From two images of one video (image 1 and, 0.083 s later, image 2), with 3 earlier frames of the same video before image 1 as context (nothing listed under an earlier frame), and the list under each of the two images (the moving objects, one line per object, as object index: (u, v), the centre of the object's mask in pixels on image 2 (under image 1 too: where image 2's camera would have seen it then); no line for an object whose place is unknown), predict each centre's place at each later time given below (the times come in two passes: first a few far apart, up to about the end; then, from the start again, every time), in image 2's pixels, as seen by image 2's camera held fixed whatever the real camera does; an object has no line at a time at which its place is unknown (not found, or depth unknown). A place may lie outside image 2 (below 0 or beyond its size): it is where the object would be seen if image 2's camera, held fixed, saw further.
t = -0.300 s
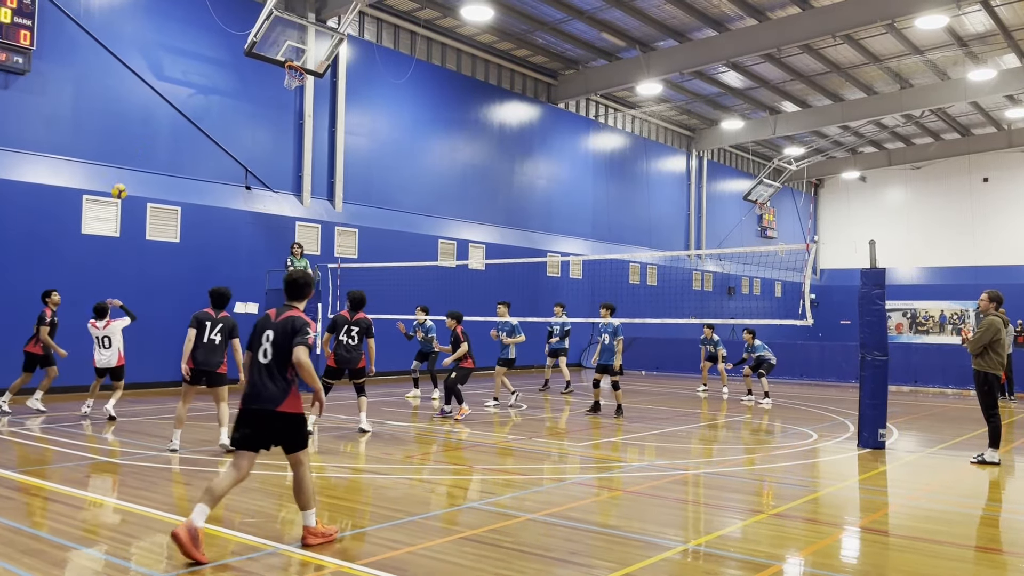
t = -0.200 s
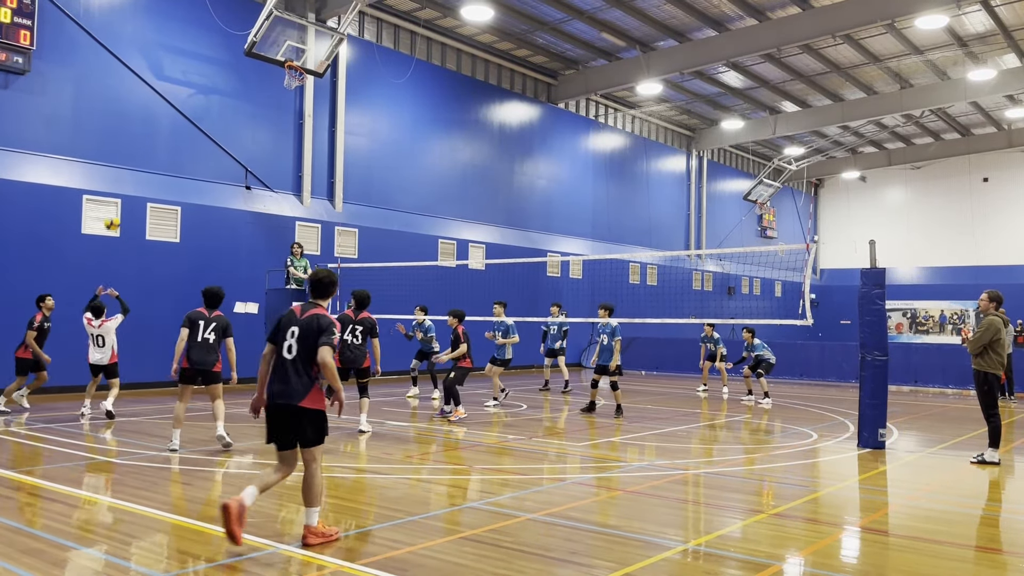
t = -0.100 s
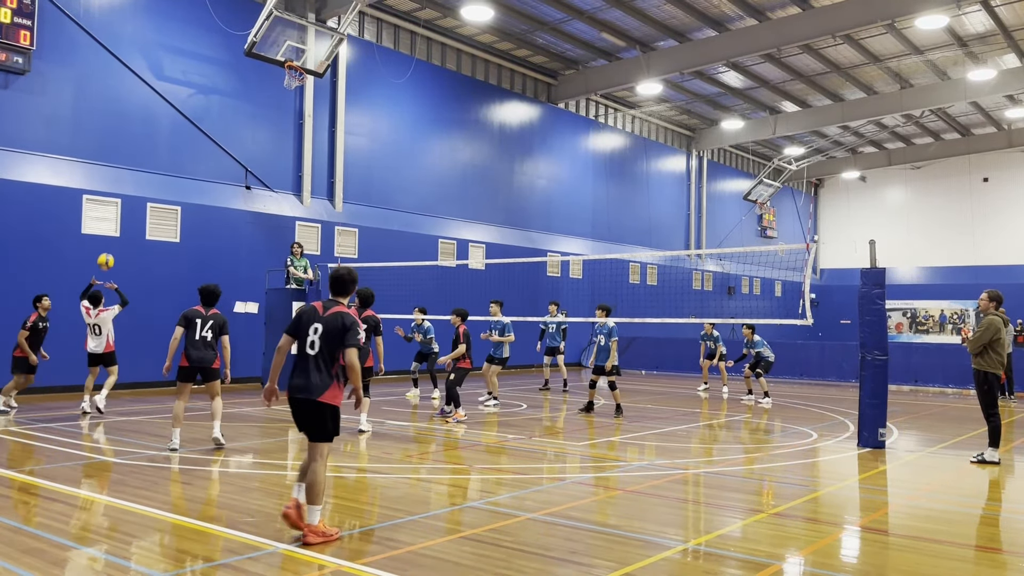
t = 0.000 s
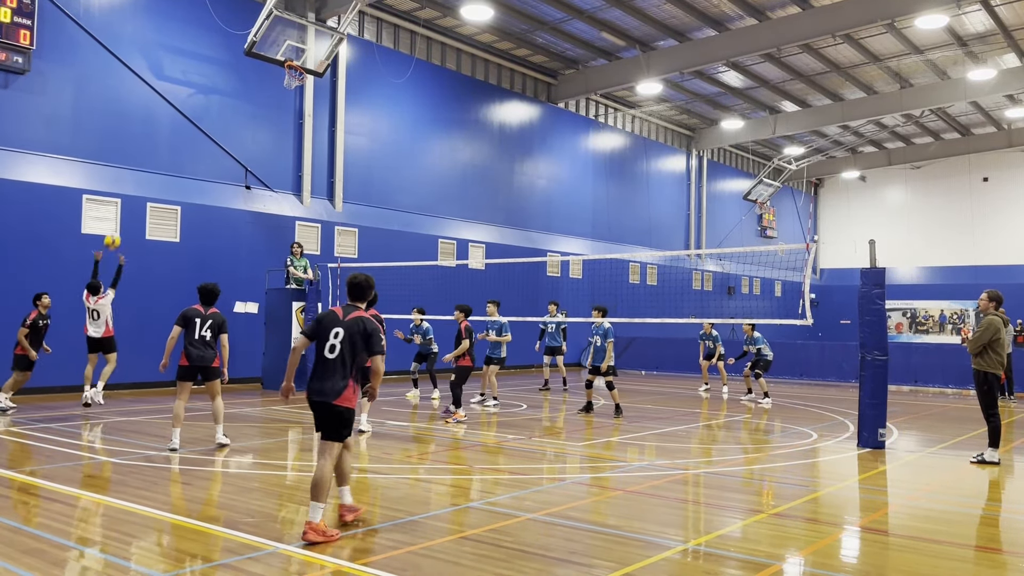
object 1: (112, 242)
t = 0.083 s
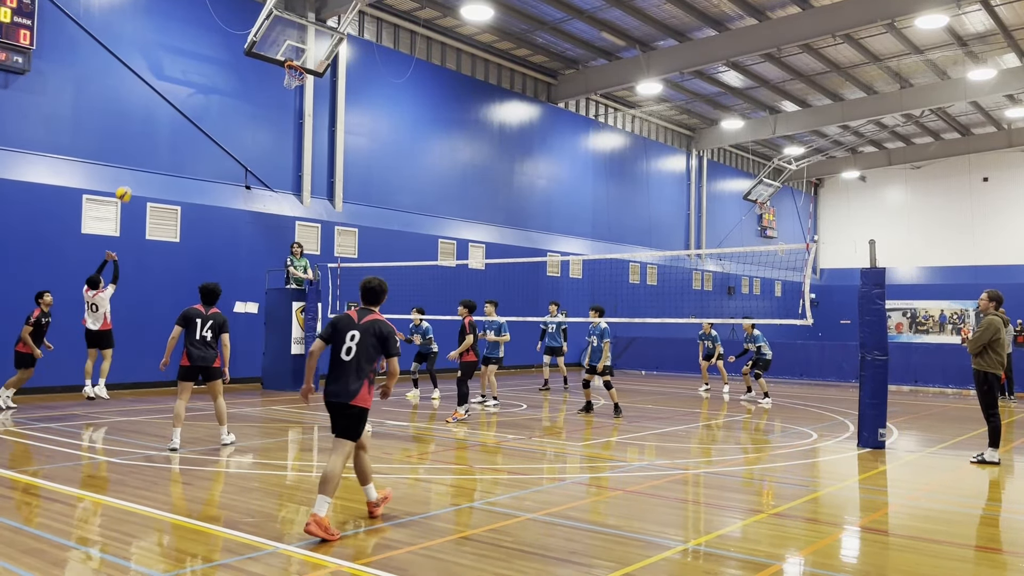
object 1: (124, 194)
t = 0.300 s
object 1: (149, 101)
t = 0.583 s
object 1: (175, 35)
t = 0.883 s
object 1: (198, 24)
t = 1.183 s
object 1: (217, 67)
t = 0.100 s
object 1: (125, 185)
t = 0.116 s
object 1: (128, 177)
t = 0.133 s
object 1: (130, 168)
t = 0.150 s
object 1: (132, 161)
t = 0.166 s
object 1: (134, 153)
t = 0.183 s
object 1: (136, 146)
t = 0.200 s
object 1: (138, 138)
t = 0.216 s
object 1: (140, 131)
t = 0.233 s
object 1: (142, 125)
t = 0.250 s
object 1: (144, 119)
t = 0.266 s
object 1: (145, 112)
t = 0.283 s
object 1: (147, 107)
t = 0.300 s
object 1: (149, 101)
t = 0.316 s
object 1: (151, 95)
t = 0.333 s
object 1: (153, 90)
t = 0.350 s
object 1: (154, 85)
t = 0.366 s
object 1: (156, 80)
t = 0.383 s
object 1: (157, 75)
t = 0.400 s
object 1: (159, 71)
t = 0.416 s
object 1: (161, 67)
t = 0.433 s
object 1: (162, 62)
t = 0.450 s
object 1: (164, 58)
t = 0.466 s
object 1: (165, 55)
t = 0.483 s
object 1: (167, 51)
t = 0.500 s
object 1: (168, 48)
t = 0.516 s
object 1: (170, 45)
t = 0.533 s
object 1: (171, 42)
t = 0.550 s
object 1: (172, 40)
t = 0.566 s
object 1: (174, 37)
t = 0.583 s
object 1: (175, 35)
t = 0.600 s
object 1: (177, 33)
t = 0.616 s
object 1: (178, 31)
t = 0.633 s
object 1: (179, 29)
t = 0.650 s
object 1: (181, 28)
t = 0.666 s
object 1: (182, 26)
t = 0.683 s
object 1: (183, 25)
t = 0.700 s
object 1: (185, 24)
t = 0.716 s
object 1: (186, 23)
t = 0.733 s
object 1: (187, 22)
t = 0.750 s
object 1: (189, 22)
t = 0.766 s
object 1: (190, 21)
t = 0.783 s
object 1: (191, 21)
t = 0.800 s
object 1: (192, 21)
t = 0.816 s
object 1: (193, 22)
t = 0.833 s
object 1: (195, 22)
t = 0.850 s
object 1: (196, 22)
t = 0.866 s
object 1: (197, 23)
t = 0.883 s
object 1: (198, 24)
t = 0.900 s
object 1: (199, 25)
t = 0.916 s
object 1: (200, 26)
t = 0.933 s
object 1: (202, 27)
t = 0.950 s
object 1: (203, 29)
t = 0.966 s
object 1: (204, 31)
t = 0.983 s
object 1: (205, 33)
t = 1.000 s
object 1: (206, 35)
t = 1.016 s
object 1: (207, 37)
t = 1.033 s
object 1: (208, 39)
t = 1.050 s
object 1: (209, 42)
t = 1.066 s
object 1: (210, 44)
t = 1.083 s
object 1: (212, 47)
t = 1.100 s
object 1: (213, 50)
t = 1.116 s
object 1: (213, 53)
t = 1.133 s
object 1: (214, 56)
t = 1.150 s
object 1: (215, 60)
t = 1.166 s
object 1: (216, 64)
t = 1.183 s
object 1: (217, 67)
